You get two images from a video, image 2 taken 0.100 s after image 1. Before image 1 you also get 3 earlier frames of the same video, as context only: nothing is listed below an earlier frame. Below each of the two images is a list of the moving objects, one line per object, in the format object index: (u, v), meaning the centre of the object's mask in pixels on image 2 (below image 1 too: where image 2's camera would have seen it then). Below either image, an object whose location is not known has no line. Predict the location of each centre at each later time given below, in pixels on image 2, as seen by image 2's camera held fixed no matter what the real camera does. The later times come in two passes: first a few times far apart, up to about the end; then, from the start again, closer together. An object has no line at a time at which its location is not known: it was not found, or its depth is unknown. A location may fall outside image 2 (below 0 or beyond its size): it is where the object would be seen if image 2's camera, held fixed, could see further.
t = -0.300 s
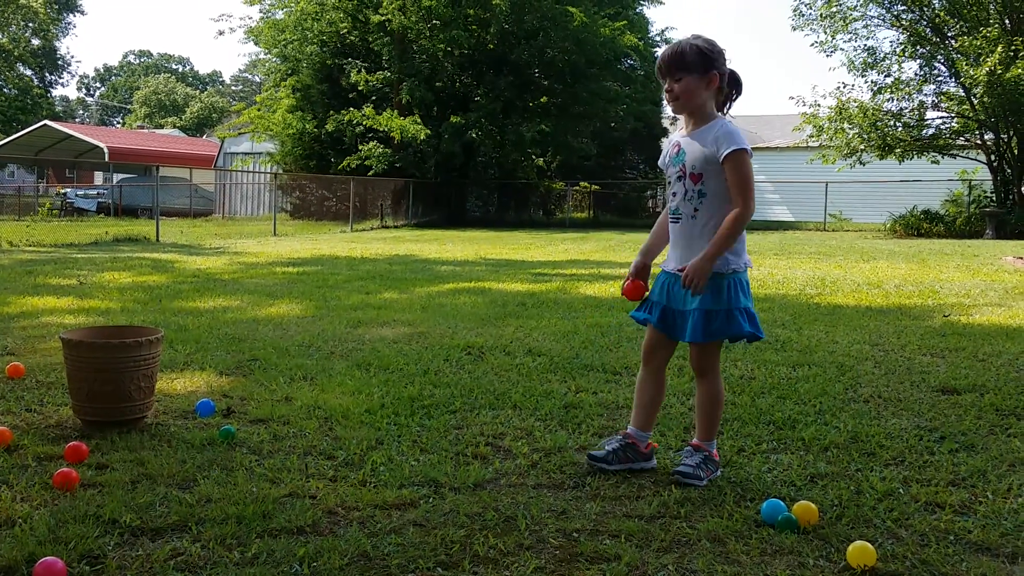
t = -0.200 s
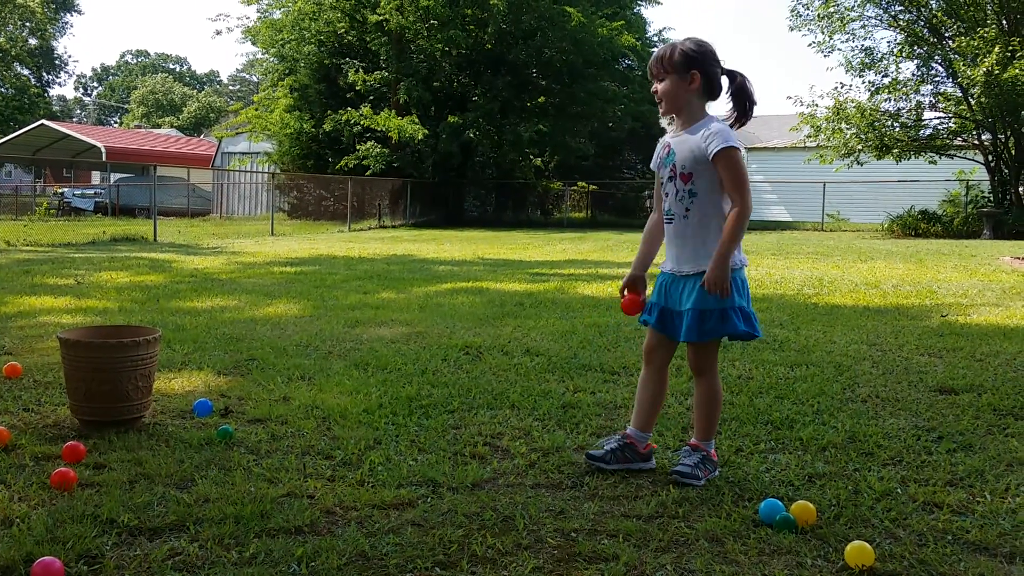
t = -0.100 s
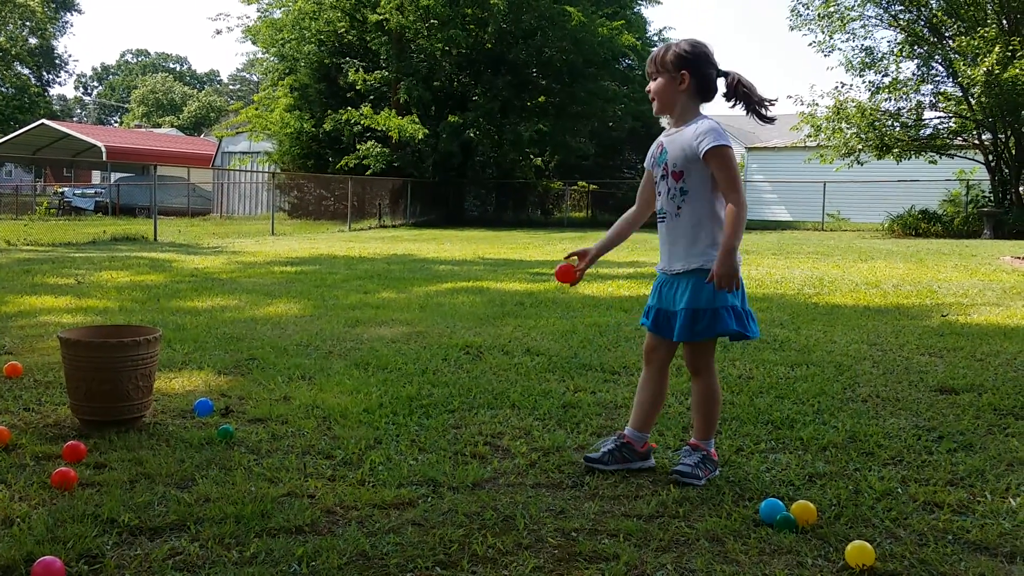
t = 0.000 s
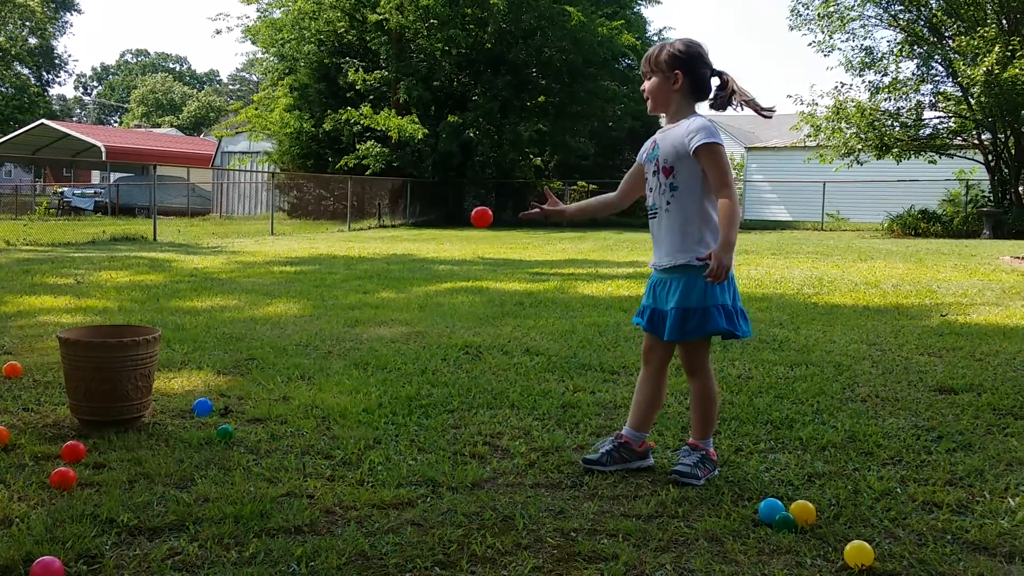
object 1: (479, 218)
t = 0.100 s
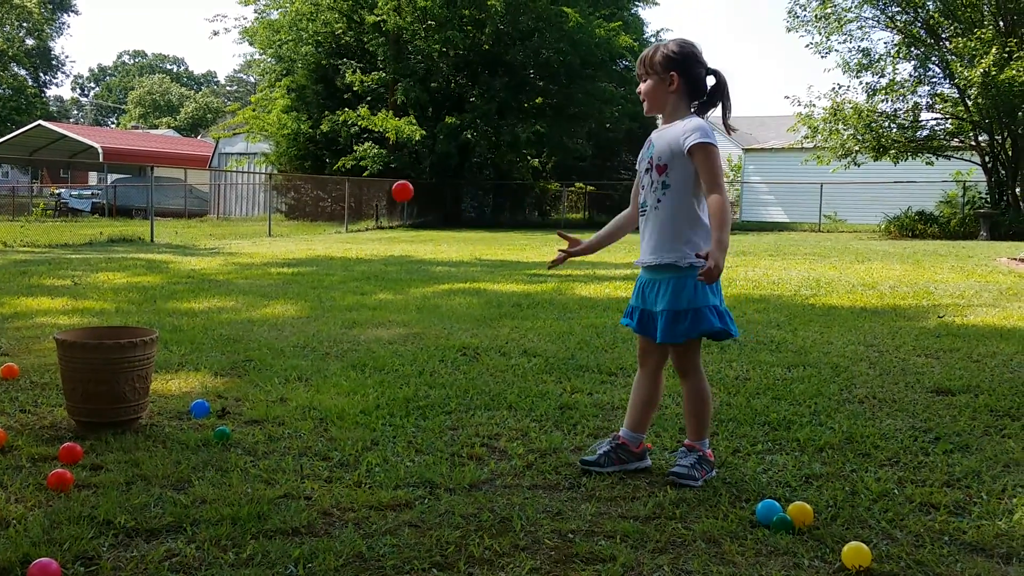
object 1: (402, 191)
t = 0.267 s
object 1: (289, 221)
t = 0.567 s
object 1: (150, 408)
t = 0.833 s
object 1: (203, 429)
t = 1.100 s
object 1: (161, 434)
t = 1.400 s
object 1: (149, 433)
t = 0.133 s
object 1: (378, 190)
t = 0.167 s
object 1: (355, 193)
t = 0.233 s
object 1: (311, 208)
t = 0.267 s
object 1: (289, 221)
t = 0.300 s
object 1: (268, 238)
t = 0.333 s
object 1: (248, 258)
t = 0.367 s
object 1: (229, 282)
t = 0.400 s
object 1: (210, 308)
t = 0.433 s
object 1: (192, 338)
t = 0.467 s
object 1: (175, 370)
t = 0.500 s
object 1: (158, 407)
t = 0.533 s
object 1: (145, 421)
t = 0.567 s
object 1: (150, 408)
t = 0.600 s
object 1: (156, 400)
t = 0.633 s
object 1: (164, 394)
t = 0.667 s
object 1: (170, 391)
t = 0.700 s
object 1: (177, 392)
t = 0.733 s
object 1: (184, 396)
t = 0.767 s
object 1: (191, 404)
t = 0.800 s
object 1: (197, 415)
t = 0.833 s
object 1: (203, 429)
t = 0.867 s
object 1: (200, 431)
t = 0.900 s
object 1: (194, 428)
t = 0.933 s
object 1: (188, 427)
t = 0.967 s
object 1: (182, 428)
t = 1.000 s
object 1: (177, 431)
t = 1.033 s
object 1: (170, 434)
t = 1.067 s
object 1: (165, 435)
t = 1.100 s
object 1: (161, 434)
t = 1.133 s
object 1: (158, 433)
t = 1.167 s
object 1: (155, 433)
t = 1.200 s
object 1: (152, 434)
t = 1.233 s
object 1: (150, 434)
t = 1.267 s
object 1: (148, 433)
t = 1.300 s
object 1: (147, 433)
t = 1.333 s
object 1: (147, 433)
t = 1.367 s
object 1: (147, 433)
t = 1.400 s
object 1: (149, 433)
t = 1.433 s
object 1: (150, 433)
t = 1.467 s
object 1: (151, 433)
